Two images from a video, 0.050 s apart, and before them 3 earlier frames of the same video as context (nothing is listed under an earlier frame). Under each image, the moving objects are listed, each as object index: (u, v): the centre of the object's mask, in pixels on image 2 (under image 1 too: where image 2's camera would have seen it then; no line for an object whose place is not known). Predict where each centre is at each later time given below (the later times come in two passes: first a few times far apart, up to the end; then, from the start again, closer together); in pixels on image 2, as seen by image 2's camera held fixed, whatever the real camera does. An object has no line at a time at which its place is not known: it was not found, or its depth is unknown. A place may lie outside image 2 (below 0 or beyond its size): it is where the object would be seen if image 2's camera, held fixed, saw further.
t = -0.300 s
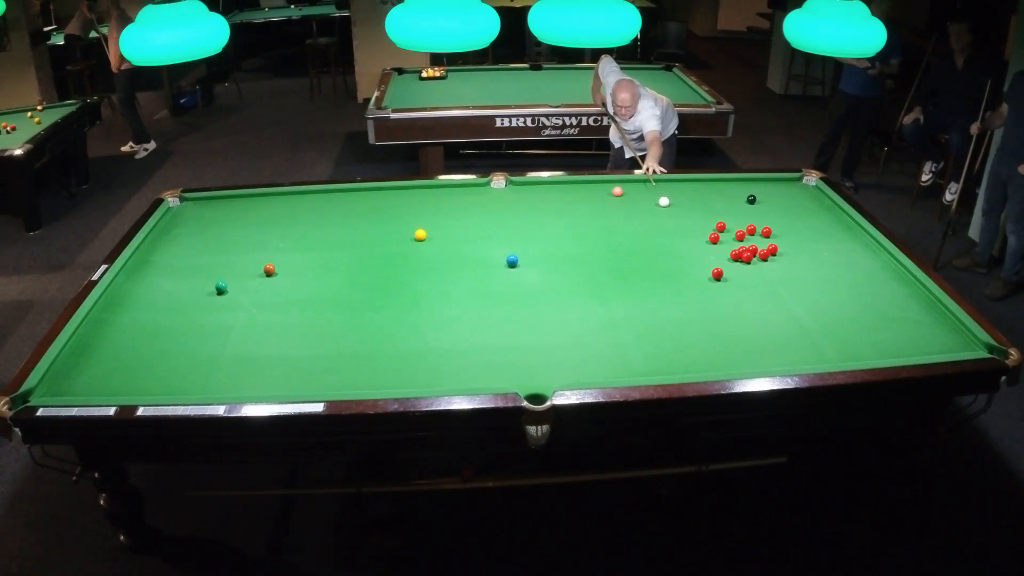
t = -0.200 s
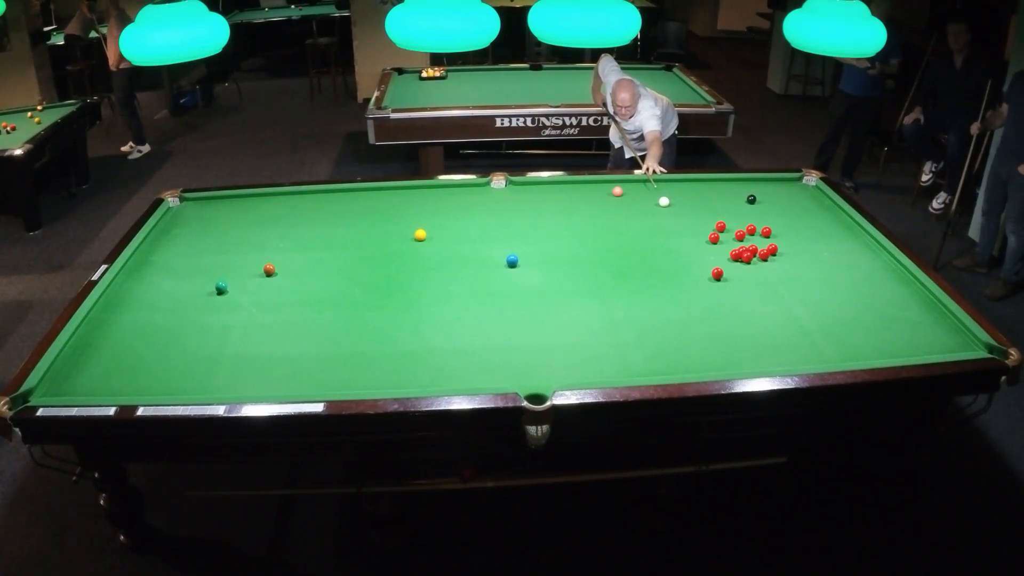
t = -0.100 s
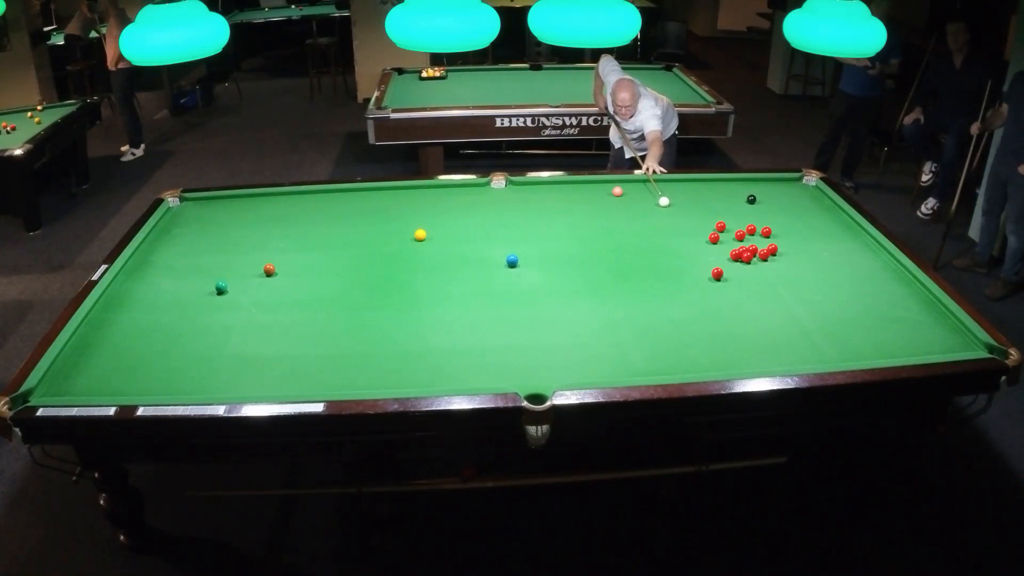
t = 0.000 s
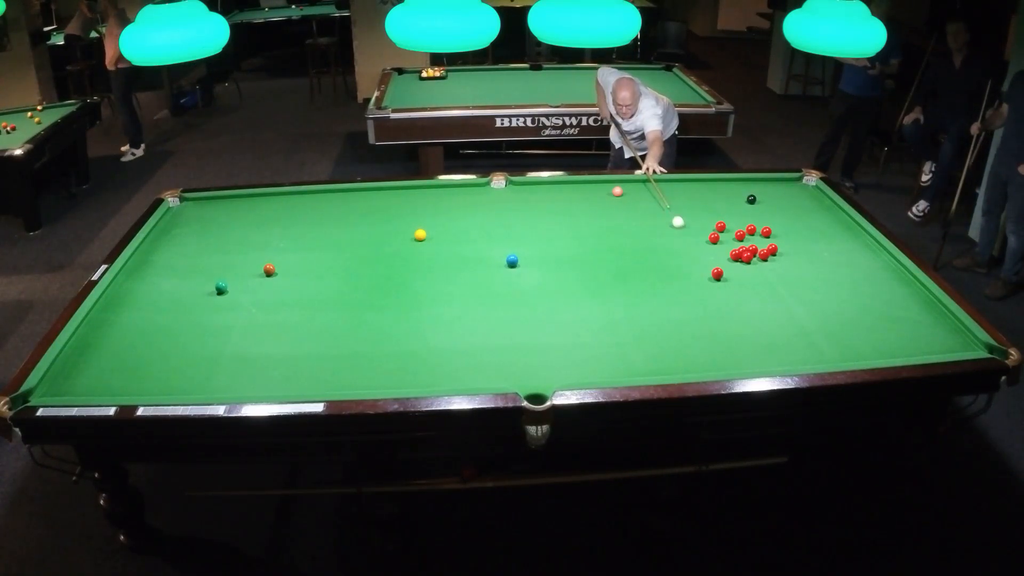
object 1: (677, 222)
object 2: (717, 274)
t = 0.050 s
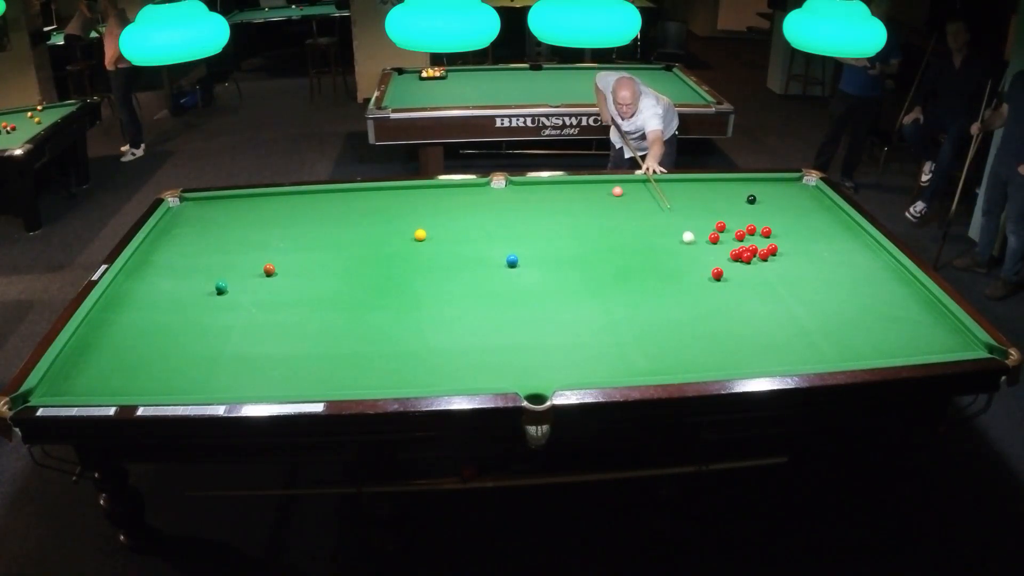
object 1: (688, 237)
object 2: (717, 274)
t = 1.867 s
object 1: (471, 285)
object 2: (821, 197)
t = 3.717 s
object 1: (348, 194)
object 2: (795, 239)
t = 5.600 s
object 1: (287, 228)
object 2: (798, 309)
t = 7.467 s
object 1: (269, 244)
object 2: (798, 350)
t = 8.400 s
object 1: (268, 244)
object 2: (798, 353)
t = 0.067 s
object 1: (691, 243)
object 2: (717, 274)
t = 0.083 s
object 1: (695, 248)
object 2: (717, 274)
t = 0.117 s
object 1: (702, 259)
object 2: (717, 274)
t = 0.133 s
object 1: (705, 264)
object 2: (717, 274)
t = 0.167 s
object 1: (704, 270)
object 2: (725, 279)
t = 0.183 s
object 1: (701, 272)
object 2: (732, 283)
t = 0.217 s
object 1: (695, 275)
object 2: (746, 291)
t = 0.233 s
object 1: (692, 277)
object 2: (752, 295)
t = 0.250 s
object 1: (690, 278)
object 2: (759, 299)
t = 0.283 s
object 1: (685, 282)
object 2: (771, 307)
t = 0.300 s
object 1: (683, 284)
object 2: (777, 311)
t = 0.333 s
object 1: (679, 289)
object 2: (789, 318)
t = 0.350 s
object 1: (677, 291)
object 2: (795, 322)
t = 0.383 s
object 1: (673, 296)
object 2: (807, 329)
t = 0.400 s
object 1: (671, 298)
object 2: (812, 332)
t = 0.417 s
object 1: (669, 300)
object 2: (818, 336)
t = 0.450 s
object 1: (665, 305)
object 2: (830, 343)
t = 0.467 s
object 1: (663, 308)
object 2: (836, 347)
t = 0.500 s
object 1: (659, 313)
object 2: (847, 354)
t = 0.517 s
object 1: (657, 316)
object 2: (853, 357)
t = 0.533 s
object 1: (655, 318)
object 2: (858, 357)
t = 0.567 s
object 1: (650, 324)
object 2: (855, 352)
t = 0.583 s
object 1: (648, 326)
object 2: (854, 349)
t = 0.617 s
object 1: (643, 331)
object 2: (853, 343)
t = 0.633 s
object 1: (641, 334)
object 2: (852, 340)
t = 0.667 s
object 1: (636, 340)
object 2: (851, 334)
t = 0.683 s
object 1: (634, 343)
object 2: (850, 331)
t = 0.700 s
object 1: (631, 345)
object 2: (850, 328)
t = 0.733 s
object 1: (626, 351)
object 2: (849, 323)
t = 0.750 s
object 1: (624, 354)
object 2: (848, 320)
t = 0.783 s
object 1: (619, 360)
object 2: (847, 315)
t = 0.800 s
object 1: (616, 363)
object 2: (846, 312)
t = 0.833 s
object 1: (611, 369)
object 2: (845, 307)
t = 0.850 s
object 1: (608, 371)
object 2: (845, 305)
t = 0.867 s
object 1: (605, 373)
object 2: (844, 302)
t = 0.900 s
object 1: (599, 375)
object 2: (843, 297)
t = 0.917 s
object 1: (596, 374)
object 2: (843, 295)
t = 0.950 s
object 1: (591, 371)
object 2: (842, 290)
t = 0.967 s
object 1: (588, 370)
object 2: (841, 288)
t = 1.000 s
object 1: (583, 365)
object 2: (841, 283)
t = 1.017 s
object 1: (580, 364)
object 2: (840, 281)
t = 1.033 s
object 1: (578, 362)
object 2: (840, 279)
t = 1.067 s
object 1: (572, 358)
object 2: (838, 275)
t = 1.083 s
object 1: (570, 356)
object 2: (838, 273)
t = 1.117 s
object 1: (565, 352)
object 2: (837, 268)
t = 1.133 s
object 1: (562, 351)
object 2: (837, 266)
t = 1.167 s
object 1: (557, 347)
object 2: (836, 263)
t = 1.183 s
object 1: (554, 345)
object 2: (836, 260)
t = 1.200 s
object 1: (552, 343)
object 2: (835, 259)
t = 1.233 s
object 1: (547, 340)
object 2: (834, 255)
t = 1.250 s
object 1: (545, 338)
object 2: (834, 253)
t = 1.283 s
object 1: (540, 335)
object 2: (833, 249)
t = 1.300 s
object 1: (538, 333)
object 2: (833, 248)
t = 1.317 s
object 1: (536, 331)
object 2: (832, 246)
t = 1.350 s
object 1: (531, 328)
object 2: (832, 242)
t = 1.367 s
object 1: (529, 327)
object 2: (831, 240)
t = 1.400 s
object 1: (525, 324)
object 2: (830, 237)
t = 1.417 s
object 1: (522, 322)
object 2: (830, 236)
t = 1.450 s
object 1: (518, 319)
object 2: (829, 232)
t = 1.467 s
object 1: (516, 317)
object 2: (829, 231)
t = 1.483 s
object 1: (514, 316)
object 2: (829, 229)
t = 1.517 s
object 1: (510, 313)
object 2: (828, 226)
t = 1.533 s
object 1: (508, 312)
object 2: (828, 224)
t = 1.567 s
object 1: (504, 309)
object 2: (827, 221)
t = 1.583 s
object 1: (502, 308)
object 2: (827, 220)
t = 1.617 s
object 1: (498, 304)
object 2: (826, 217)
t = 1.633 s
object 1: (496, 303)
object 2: (825, 215)
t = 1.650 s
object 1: (494, 302)
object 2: (825, 214)
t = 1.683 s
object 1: (490, 299)
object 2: (824, 211)
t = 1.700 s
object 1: (488, 298)
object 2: (824, 210)
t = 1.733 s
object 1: (485, 295)
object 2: (824, 207)
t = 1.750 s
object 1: (483, 294)
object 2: (823, 206)
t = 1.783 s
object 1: (479, 291)
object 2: (823, 203)
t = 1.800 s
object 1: (478, 290)
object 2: (822, 202)
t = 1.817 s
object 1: (476, 289)
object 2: (822, 201)
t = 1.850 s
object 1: (472, 286)
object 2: (821, 198)
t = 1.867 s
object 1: (471, 285)
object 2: (821, 197)
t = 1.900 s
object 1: (467, 283)
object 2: (821, 194)
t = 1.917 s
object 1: (466, 282)
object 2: (820, 193)
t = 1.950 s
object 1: (462, 279)
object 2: (818, 191)
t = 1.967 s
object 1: (461, 278)
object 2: (816, 190)
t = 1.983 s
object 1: (459, 277)
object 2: (815, 189)
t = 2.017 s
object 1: (456, 274)
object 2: (812, 188)
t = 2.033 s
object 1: (454, 273)
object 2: (810, 187)
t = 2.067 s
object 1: (451, 271)
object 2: (807, 185)
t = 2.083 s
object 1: (450, 270)
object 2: (805, 184)
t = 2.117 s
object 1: (447, 268)
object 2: (802, 183)
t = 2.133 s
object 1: (446, 267)
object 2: (801, 182)
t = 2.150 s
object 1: (444, 265)
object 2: (799, 181)
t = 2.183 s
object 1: (441, 263)
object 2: (797, 180)
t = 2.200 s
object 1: (440, 262)
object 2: (797, 180)
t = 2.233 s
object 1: (437, 260)
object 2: (797, 182)
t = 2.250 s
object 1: (435, 259)
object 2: (796, 182)
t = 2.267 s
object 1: (434, 258)
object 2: (796, 183)
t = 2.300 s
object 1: (431, 256)
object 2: (796, 184)
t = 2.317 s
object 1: (430, 255)
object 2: (796, 185)
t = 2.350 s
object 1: (427, 253)
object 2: (796, 186)
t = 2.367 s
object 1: (426, 252)
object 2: (796, 187)
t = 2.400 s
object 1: (424, 250)
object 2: (796, 188)
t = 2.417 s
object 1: (422, 249)
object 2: (796, 188)
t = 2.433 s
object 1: (421, 248)
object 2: (796, 189)
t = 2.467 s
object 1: (418, 247)
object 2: (796, 190)
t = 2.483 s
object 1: (417, 246)
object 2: (796, 191)
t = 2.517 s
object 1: (414, 244)
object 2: (796, 192)
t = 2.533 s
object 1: (413, 243)
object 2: (796, 193)
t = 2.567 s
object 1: (411, 241)
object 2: (796, 194)
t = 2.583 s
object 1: (410, 240)
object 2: (796, 195)
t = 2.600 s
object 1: (409, 240)
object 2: (796, 195)
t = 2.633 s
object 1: (406, 238)
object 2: (796, 197)
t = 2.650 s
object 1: (405, 237)
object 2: (796, 197)
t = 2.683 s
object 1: (403, 235)
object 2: (796, 199)
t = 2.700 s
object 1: (402, 234)
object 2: (796, 199)
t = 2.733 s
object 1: (399, 233)
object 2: (796, 201)
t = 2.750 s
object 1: (398, 232)
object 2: (796, 201)
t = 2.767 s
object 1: (397, 231)
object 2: (796, 202)
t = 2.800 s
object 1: (395, 230)
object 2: (796, 203)
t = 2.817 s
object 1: (394, 229)
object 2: (796, 204)
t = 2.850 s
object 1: (392, 228)
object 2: (796, 205)
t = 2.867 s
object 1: (391, 227)
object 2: (796, 206)
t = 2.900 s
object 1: (389, 225)
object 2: (796, 207)
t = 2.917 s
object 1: (388, 224)
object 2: (796, 208)
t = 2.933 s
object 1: (387, 224)
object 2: (796, 208)
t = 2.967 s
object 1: (385, 222)
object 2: (795, 210)
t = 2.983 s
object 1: (384, 221)
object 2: (795, 210)
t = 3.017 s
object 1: (382, 220)
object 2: (795, 212)
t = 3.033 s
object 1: (381, 219)
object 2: (795, 212)
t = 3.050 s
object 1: (380, 219)
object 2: (795, 213)
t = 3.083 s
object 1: (378, 217)
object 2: (795, 214)
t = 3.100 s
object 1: (377, 217)
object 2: (795, 215)
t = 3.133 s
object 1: (376, 215)
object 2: (795, 216)
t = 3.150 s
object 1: (375, 214)
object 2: (795, 217)
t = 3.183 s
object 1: (373, 213)
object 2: (795, 218)
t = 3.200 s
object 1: (372, 213)
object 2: (795, 219)
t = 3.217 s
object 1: (371, 212)
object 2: (795, 219)
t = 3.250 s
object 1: (370, 211)
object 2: (795, 221)
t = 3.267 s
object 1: (369, 210)
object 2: (795, 221)
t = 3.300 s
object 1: (367, 209)
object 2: (795, 223)
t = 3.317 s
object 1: (366, 208)
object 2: (795, 223)
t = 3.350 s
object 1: (364, 207)
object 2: (795, 225)
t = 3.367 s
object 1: (364, 206)
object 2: (795, 226)
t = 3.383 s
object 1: (363, 206)
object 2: (795, 226)
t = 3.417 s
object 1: (361, 205)
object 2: (795, 227)
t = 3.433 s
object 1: (360, 204)
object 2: (795, 228)
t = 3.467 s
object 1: (359, 203)
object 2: (795, 229)
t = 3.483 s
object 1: (358, 202)
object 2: (795, 230)
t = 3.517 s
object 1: (356, 201)
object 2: (795, 231)
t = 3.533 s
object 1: (356, 200)
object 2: (795, 232)
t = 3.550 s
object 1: (355, 200)
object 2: (795, 233)
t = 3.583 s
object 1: (354, 199)
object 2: (795, 234)
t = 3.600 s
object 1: (353, 198)
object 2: (795, 235)
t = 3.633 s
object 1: (352, 197)
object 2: (795, 236)
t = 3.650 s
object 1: (351, 197)
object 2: (795, 237)
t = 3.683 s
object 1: (349, 196)
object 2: (795, 238)
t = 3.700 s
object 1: (349, 195)
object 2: (795, 239)
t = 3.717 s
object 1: (348, 194)
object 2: (795, 239)
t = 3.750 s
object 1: (347, 193)
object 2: (795, 241)
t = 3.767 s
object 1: (346, 193)
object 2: (795, 241)
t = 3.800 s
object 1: (345, 192)
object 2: (795, 243)
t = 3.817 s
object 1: (344, 191)
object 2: (795, 243)
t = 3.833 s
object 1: (343, 191)
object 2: (795, 244)
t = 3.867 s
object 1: (342, 191)
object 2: (795, 245)
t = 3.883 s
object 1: (341, 191)
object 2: (795, 246)
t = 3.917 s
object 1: (340, 192)
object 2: (795, 247)
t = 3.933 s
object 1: (339, 193)
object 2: (795, 248)
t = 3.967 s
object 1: (338, 194)
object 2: (795, 249)
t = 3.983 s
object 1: (337, 194)
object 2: (795, 250)
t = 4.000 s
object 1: (337, 195)
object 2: (795, 251)
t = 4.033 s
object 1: (335, 195)
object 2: (795, 252)
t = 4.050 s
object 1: (335, 196)
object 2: (795, 253)
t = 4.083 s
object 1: (334, 197)
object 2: (795, 254)
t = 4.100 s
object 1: (333, 197)
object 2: (795, 255)
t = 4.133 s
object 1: (332, 198)
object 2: (795, 256)
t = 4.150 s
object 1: (331, 198)
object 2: (795, 256)
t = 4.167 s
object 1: (330, 199)
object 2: (795, 257)
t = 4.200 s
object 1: (329, 199)
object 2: (795, 258)
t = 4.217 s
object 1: (328, 200)
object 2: (795, 259)
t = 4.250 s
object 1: (327, 201)
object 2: (795, 260)
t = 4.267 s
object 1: (326, 201)
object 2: (795, 261)
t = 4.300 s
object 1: (325, 202)
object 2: (795, 262)
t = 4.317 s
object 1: (324, 202)
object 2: (795, 263)
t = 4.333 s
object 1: (324, 202)
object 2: (795, 264)
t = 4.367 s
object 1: (323, 203)
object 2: (795, 265)
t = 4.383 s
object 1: (322, 204)
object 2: (795, 266)
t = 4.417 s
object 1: (321, 204)
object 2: (795, 267)
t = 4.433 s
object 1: (320, 205)
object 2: (795, 268)
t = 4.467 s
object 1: (319, 206)
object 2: (795, 269)
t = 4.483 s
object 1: (319, 206)
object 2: (795, 270)
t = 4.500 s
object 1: (318, 206)
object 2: (795, 270)
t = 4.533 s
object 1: (317, 207)
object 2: (795, 271)
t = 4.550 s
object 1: (316, 207)
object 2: (795, 272)
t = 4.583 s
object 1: (315, 208)
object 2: (795, 273)
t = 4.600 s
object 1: (315, 208)
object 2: (796, 274)
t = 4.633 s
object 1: (314, 209)
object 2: (796, 275)
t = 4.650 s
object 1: (313, 210)
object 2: (796, 275)
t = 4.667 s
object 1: (313, 210)
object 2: (796, 276)
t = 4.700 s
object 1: (312, 211)
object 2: (796, 278)
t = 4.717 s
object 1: (311, 211)
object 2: (796, 278)
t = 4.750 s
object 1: (310, 212)
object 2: (796, 279)
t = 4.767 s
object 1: (309, 212)
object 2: (796, 280)
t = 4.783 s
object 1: (309, 212)
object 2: (796, 281)
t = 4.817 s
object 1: (308, 213)
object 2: (796, 282)
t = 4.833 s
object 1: (307, 213)
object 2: (796, 282)
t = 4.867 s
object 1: (306, 214)
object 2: (796, 284)
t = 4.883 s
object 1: (306, 215)
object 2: (796, 284)
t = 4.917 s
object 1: (305, 215)
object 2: (796, 285)
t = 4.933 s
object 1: (304, 215)
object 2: (796, 286)
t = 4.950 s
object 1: (304, 216)
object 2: (796, 287)
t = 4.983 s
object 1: (303, 217)
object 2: (796, 288)
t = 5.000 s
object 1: (302, 217)
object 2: (796, 289)
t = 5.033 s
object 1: (302, 218)
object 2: (797, 290)
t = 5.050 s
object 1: (301, 218)
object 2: (797, 290)
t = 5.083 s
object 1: (300, 219)
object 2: (797, 292)
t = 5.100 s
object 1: (299, 219)
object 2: (797, 292)
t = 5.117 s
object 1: (299, 219)
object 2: (797, 293)
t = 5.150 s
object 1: (298, 220)
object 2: (797, 294)
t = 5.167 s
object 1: (298, 220)
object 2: (797, 294)
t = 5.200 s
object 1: (297, 221)
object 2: (797, 296)
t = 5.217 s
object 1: (296, 221)
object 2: (797, 296)
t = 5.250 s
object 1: (296, 222)
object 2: (797, 297)
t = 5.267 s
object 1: (295, 222)
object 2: (797, 298)
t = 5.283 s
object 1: (295, 222)
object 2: (797, 299)
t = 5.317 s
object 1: (294, 223)
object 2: (798, 300)
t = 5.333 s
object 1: (293, 223)
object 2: (798, 300)
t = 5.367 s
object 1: (293, 224)
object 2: (798, 301)
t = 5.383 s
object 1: (292, 224)
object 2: (798, 302)
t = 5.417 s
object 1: (291, 225)
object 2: (798, 303)
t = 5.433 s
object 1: (291, 225)
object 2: (798, 304)
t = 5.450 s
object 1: (291, 225)
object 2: (798, 304)
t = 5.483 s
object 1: (290, 226)
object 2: (798, 305)
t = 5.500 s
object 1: (289, 226)
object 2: (798, 306)
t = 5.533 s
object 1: (289, 226)
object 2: (798, 307)
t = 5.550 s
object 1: (288, 227)
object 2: (798, 307)
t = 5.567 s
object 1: (288, 227)
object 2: (798, 308)
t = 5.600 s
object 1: (287, 228)
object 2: (798, 309)
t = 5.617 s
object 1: (287, 228)
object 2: (798, 310)
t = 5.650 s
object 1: (286, 228)
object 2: (799, 311)
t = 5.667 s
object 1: (286, 229)
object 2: (799, 311)
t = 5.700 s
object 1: (285, 229)
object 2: (799, 312)
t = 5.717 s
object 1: (285, 229)
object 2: (799, 313)
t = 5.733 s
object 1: (284, 230)
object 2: (799, 313)
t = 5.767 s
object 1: (284, 230)
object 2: (799, 314)
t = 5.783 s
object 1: (283, 230)
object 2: (799, 315)
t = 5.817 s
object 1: (283, 231)
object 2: (799, 316)
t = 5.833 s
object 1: (282, 231)
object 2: (799, 316)
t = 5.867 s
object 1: (282, 232)
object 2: (799, 317)
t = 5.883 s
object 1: (282, 232)
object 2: (799, 318)
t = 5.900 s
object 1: (281, 232)
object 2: (799, 318)
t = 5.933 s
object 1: (281, 233)
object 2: (799, 319)
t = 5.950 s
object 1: (280, 233)
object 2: (799, 320)
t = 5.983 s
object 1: (279, 233)
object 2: (799, 320)
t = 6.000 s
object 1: (279, 234)
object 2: (799, 321)
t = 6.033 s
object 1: (279, 234)
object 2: (799, 322)
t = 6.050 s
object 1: (278, 234)
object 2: (799, 322)
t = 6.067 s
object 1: (278, 234)
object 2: (799, 323)
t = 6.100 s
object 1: (278, 235)
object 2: (799, 324)
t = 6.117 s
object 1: (277, 235)
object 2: (799, 324)
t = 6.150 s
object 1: (277, 235)
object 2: (799, 325)
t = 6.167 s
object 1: (276, 236)
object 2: (799, 326)
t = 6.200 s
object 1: (276, 236)
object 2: (799, 327)
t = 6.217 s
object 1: (276, 236)
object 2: (799, 327)
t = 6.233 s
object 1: (275, 236)
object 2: (799, 327)
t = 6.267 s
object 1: (275, 237)
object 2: (799, 328)
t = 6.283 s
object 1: (275, 237)
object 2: (799, 329)
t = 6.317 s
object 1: (274, 237)
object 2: (799, 330)
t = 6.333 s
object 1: (274, 238)
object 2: (799, 330)
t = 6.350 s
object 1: (274, 238)
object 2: (799, 330)
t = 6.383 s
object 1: (274, 238)
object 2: (799, 331)
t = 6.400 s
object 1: (273, 238)
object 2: (799, 332)
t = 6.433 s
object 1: (273, 239)
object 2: (798, 332)
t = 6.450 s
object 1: (273, 239)
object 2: (798, 333)
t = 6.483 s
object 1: (273, 239)
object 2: (798, 333)
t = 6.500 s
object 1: (273, 239)
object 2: (798, 334)
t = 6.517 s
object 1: (272, 239)
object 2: (798, 334)
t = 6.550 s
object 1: (272, 240)
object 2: (798, 335)
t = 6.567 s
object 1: (272, 240)
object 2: (798, 335)
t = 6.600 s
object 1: (271, 240)
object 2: (798, 336)
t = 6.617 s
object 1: (271, 240)
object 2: (798, 336)
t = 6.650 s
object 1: (271, 240)
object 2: (798, 337)
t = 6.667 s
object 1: (271, 241)
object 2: (798, 337)
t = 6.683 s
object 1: (271, 241)
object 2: (798, 338)
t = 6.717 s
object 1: (271, 241)
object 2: (798, 338)
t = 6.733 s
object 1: (271, 241)
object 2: (798, 339)
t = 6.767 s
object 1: (270, 241)
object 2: (798, 339)
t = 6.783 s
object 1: (270, 241)
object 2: (798, 340)
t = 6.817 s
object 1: (270, 242)
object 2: (798, 340)
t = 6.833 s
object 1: (270, 242)
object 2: (798, 341)
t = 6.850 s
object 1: (270, 242)
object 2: (798, 341)
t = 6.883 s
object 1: (270, 242)
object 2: (798, 342)
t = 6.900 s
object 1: (270, 242)
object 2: (798, 342)
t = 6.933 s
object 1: (270, 242)
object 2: (798, 343)
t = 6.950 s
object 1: (270, 242)
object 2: (798, 343)
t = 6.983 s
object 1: (269, 243)
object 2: (798, 343)
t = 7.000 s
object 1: (269, 243)
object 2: (798, 344)
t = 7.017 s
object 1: (269, 243)
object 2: (798, 344)
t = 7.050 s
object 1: (269, 243)
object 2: (798, 344)
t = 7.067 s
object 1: (269, 243)
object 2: (798, 345)
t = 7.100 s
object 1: (269, 243)
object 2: (798, 345)
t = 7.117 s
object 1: (269, 243)
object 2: (798, 346)
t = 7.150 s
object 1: (269, 243)
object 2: (798, 346)
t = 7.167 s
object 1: (269, 243)
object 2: (798, 346)
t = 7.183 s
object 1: (269, 243)
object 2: (798, 347)
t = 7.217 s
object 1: (269, 244)
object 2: (798, 347)
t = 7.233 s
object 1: (269, 244)
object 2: (799, 347)
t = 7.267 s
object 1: (269, 244)
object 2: (799, 348)
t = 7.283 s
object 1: (269, 244)
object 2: (798, 348)
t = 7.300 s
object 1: (269, 244)
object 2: (799, 348)
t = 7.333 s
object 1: (269, 244)
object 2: (798, 349)
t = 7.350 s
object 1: (269, 244)
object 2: (798, 349)
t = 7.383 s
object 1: (269, 244)
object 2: (798, 349)
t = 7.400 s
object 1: (269, 244)
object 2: (798, 349)
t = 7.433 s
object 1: (269, 244)
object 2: (798, 350)
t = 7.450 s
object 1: (269, 244)
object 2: (798, 350)
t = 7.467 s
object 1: (269, 244)
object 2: (798, 350)
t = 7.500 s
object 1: (269, 244)
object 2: (798, 350)
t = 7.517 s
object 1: (269, 244)
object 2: (798, 350)
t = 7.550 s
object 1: (269, 244)
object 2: (798, 351)
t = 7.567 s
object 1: (269, 244)
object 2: (798, 351)
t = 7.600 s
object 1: (269, 244)
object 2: (798, 351)
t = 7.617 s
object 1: (269, 244)
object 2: (798, 351)
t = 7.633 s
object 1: (269, 244)
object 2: (798, 351)
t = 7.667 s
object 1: (268, 244)
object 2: (798, 351)
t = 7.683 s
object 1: (268, 244)
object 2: (798, 352)
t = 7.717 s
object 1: (268, 244)
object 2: (798, 352)
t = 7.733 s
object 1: (268, 244)
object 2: (798, 352)
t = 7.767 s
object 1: (269, 244)
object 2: (798, 352)
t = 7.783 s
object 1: (268, 244)
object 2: (798, 352)
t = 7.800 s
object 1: (268, 244)
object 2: (798, 352)
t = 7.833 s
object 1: (268, 244)
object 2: (798, 352)
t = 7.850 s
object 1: (268, 244)
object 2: (798, 352)
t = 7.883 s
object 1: (268, 244)
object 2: (798, 352)
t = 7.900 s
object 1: (268, 244)
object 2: (798, 353)
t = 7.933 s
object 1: (268, 244)
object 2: (798, 353)
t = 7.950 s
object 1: (268, 244)
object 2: (798, 353)
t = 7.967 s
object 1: (268, 244)
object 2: (798, 353)
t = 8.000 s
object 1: (268, 244)
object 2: (798, 353)
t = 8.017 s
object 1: (268, 244)
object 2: (798, 353)
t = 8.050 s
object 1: (268, 244)
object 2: (798, 353)
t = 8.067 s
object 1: (268, 244)
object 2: (798, 353)
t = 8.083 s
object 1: (268, 244)
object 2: (798, 353)
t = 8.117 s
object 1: (268, 244)
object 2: (798, 353)
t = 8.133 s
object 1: (269, 244)
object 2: (798, 353)
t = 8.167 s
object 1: (268, 244)
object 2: (798, 353)
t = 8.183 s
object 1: (268, 244)
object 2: (798, 353)
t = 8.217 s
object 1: (268, 244)
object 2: (798, 353)
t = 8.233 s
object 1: (268, 244)
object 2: (798, 353)
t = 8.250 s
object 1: (269, 244)
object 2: (798, 353)
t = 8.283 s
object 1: (268, 244)
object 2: (798, 353)
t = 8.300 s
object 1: (268, 244)
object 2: (798, 353)
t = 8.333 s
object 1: (268, 244)
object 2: (798, 353)
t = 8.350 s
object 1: (268, 244)
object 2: (798, 353)
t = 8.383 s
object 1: (268, 244)
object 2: (798, 353)
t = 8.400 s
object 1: (268, 244)
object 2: (798, 353)
